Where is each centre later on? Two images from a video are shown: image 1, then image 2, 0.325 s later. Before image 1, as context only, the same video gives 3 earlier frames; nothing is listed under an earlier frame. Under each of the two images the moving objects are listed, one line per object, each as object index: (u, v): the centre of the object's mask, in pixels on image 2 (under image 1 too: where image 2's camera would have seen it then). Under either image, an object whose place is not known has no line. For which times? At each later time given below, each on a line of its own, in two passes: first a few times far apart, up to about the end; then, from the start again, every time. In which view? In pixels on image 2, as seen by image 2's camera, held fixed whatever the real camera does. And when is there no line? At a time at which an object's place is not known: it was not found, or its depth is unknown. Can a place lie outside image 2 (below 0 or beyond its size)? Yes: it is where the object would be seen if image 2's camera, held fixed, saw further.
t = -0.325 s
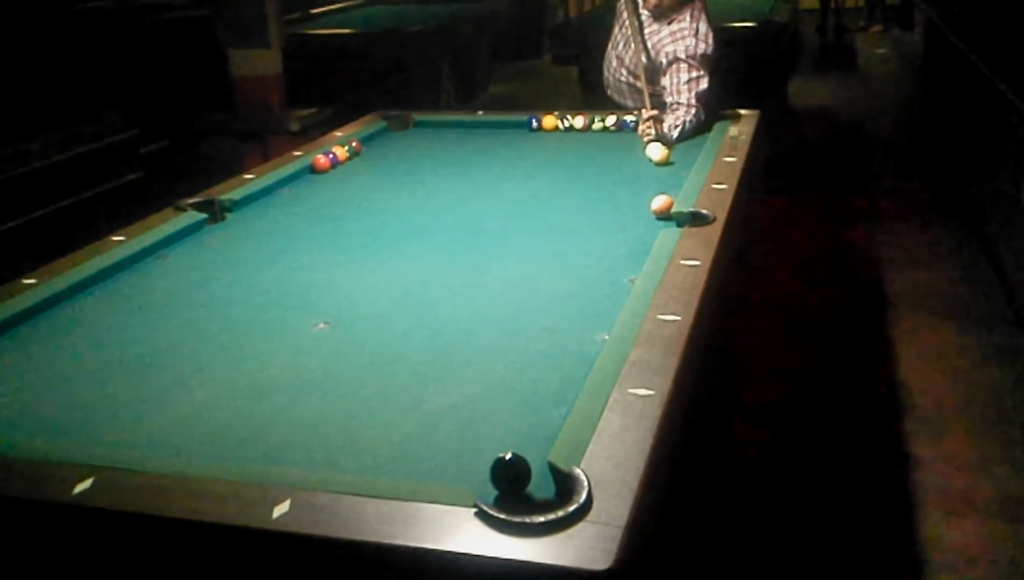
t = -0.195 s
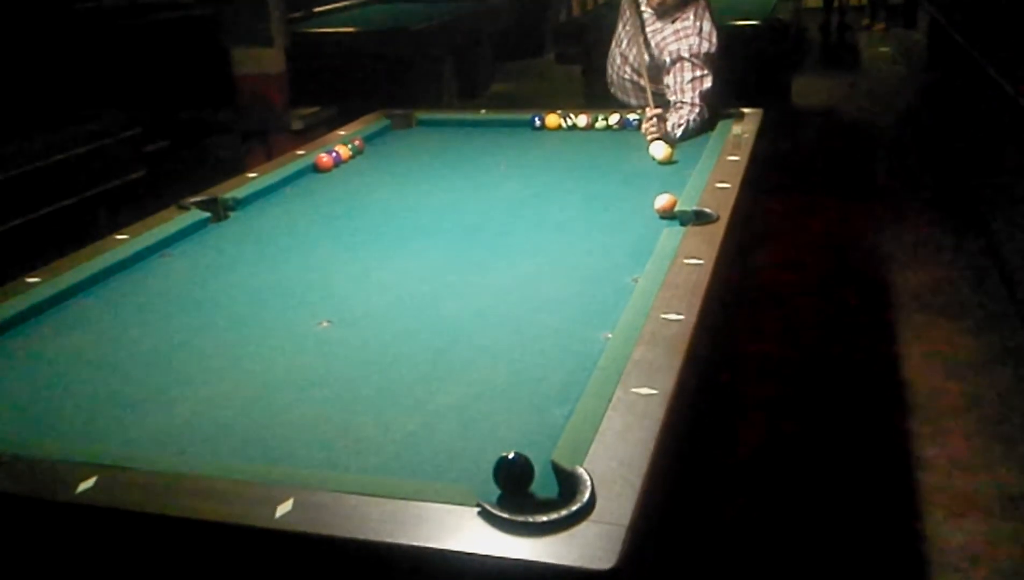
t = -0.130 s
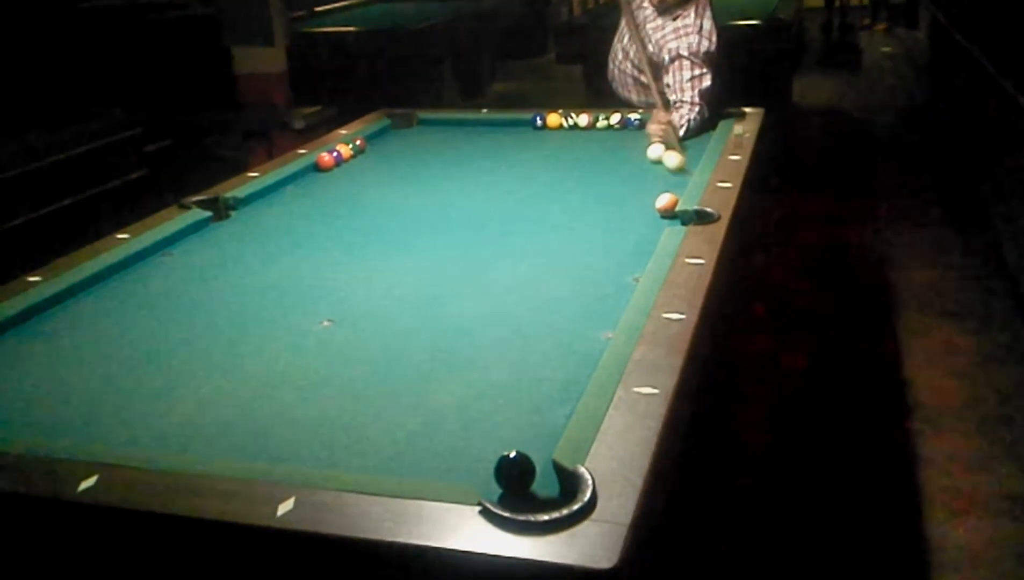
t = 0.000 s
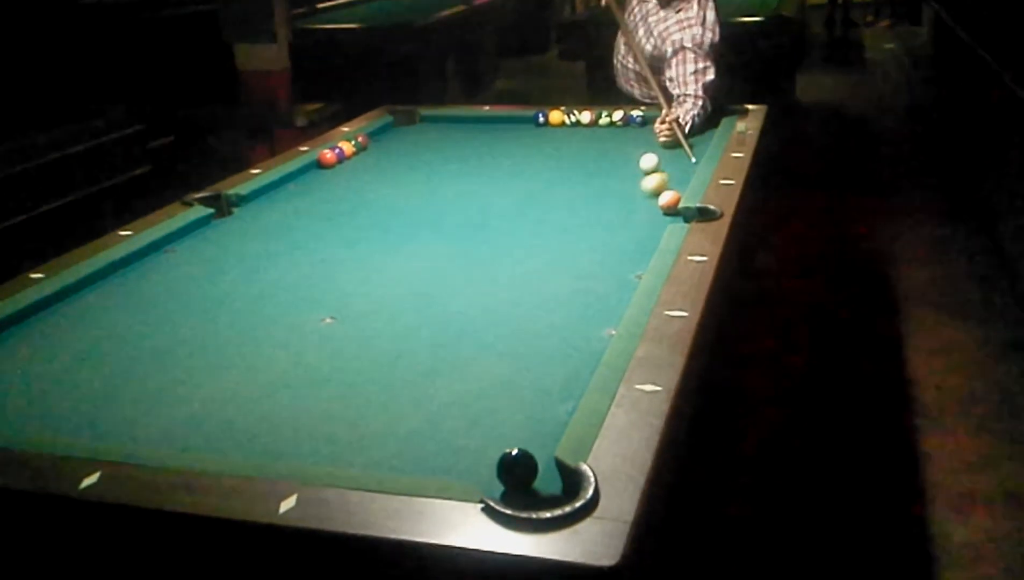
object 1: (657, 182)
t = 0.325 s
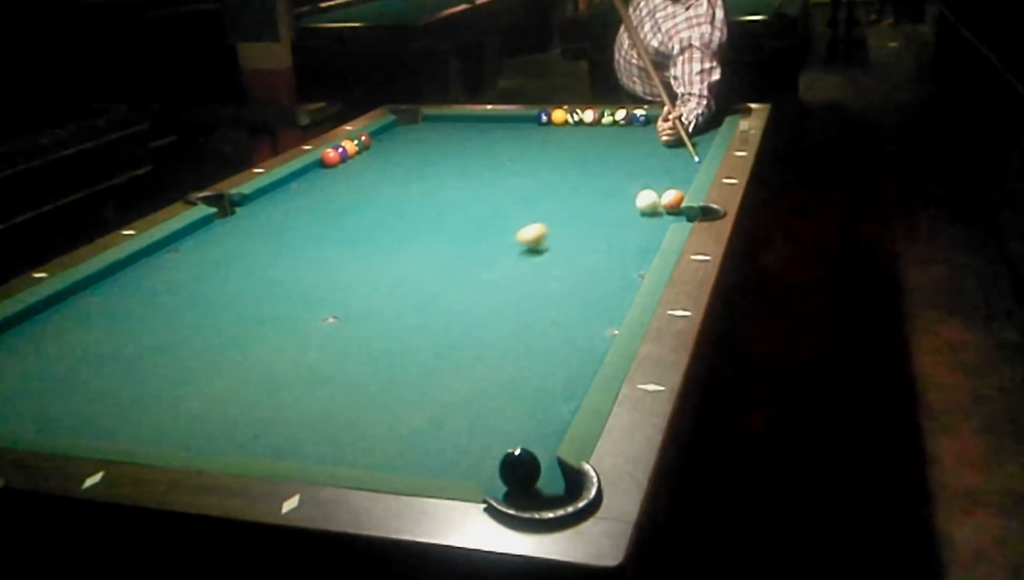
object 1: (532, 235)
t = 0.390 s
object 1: (503, 248)
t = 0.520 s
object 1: (440, 274)
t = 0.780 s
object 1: (285, 343)
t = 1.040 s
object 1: (79, 424)
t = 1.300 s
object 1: (65, 367)
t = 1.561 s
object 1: (53, 320)
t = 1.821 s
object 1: (107, 288)
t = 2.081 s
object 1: (192, 267)
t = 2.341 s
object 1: (266, 247)
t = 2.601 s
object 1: (330, 230)
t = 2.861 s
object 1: (384, 216)
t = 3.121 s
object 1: (433, 203)
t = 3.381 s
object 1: (476, 191)
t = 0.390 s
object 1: (503, 248)
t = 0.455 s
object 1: (473, 261)
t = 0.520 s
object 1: (440, 274)
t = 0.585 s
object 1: (405, 289)
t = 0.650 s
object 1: (368, 305)
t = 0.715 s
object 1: (327, 324)
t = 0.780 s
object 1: (285, 343)
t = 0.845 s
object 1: (236, 363)
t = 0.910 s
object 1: (185, 385)
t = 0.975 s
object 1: (131, 408)
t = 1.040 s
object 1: (79, 424)
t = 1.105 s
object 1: (76, 411)
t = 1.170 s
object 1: (72, 396)
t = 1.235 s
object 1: (69, 380)
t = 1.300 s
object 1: (65, 367)
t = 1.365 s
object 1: (62, 354)
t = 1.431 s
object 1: (59, 342)
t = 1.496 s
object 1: (57, 330)
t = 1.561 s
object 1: (53, 320)
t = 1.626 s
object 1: (51, 311)
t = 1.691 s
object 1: (58, 302)
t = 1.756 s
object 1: (84, 295)
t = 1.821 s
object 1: (107, 288)
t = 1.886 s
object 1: (129, 283)
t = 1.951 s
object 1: (151, 277)
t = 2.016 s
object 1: (172, 271)
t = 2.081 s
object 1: (192, 267)
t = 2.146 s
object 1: (211, 261)
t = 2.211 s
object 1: (230, 256)
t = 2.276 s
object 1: (248, 252)
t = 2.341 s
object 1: (266, 247)
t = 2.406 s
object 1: (282, 243)
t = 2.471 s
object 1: (299, 238)
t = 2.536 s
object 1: (315, 235)
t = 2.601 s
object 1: (330, 230)
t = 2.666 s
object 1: (344, 227)
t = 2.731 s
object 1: (357, 224)
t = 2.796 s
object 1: (371, 219)
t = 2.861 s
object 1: (384, 216)
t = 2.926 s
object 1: (398, 212)
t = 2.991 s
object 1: (410, 209)
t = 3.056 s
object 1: (422, 206)
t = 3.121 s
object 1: (433, 203)
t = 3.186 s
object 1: (444, 200)
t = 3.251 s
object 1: (455, 197)
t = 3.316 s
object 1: (466, 194)
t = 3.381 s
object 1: (476, 191)
